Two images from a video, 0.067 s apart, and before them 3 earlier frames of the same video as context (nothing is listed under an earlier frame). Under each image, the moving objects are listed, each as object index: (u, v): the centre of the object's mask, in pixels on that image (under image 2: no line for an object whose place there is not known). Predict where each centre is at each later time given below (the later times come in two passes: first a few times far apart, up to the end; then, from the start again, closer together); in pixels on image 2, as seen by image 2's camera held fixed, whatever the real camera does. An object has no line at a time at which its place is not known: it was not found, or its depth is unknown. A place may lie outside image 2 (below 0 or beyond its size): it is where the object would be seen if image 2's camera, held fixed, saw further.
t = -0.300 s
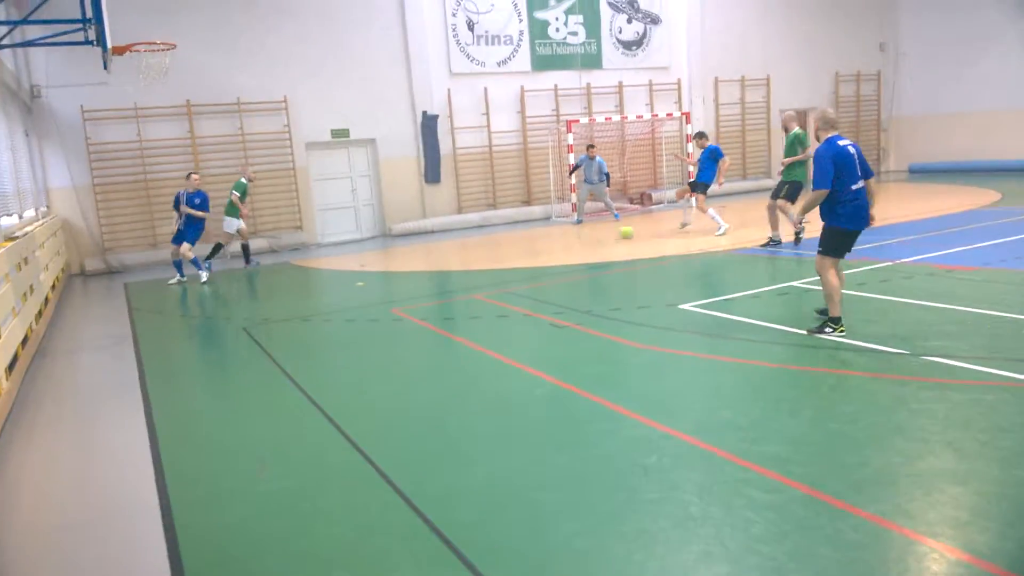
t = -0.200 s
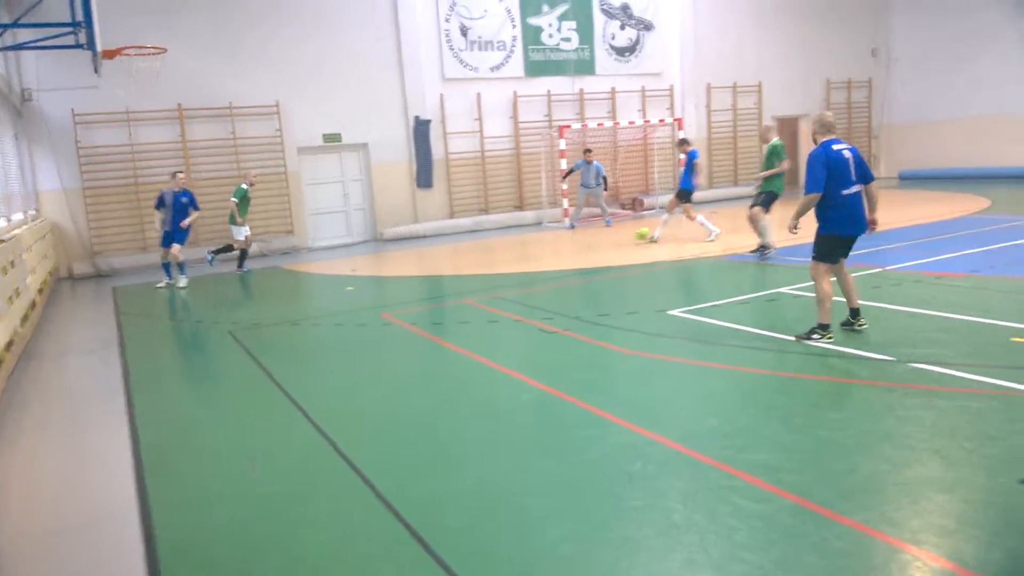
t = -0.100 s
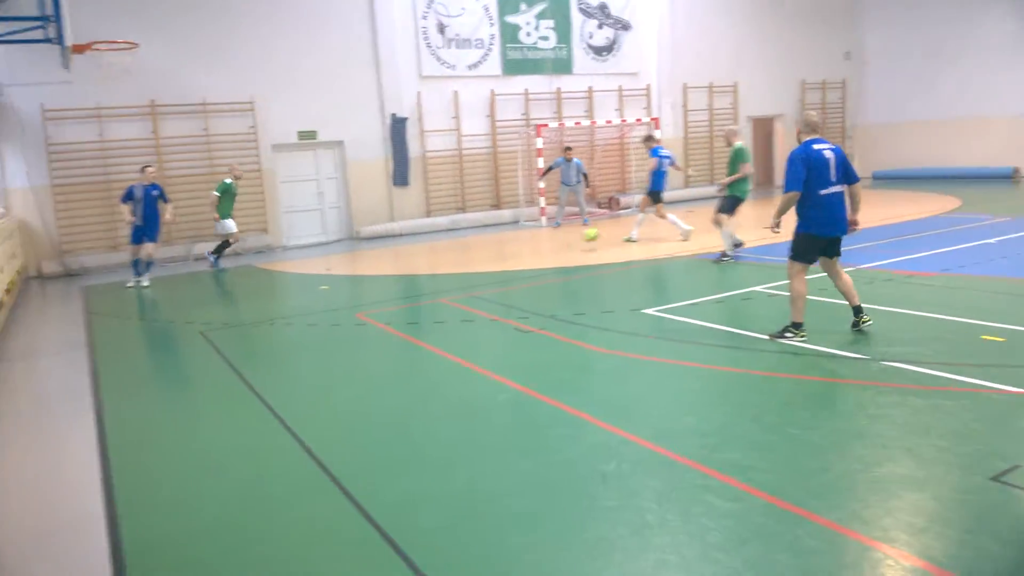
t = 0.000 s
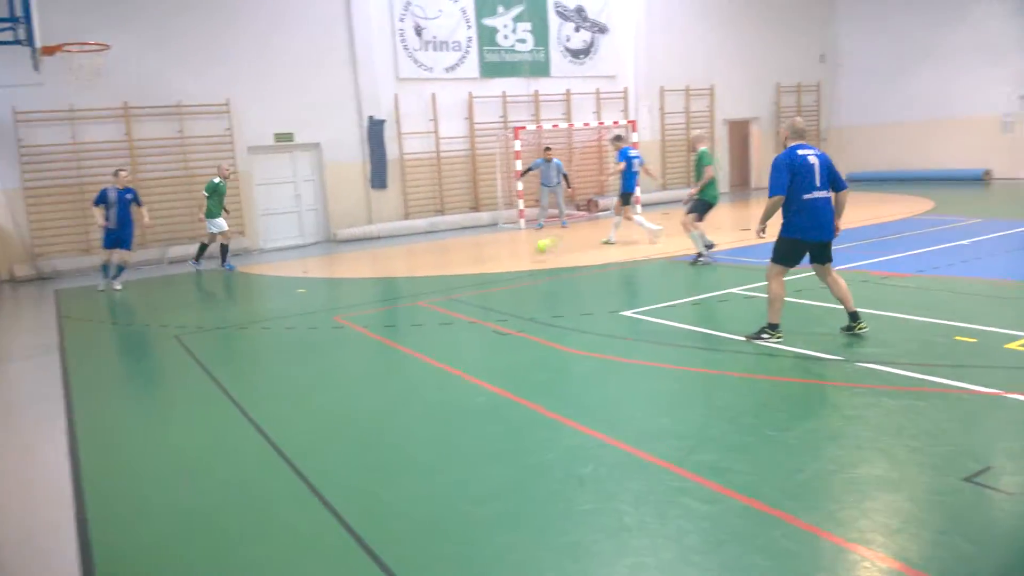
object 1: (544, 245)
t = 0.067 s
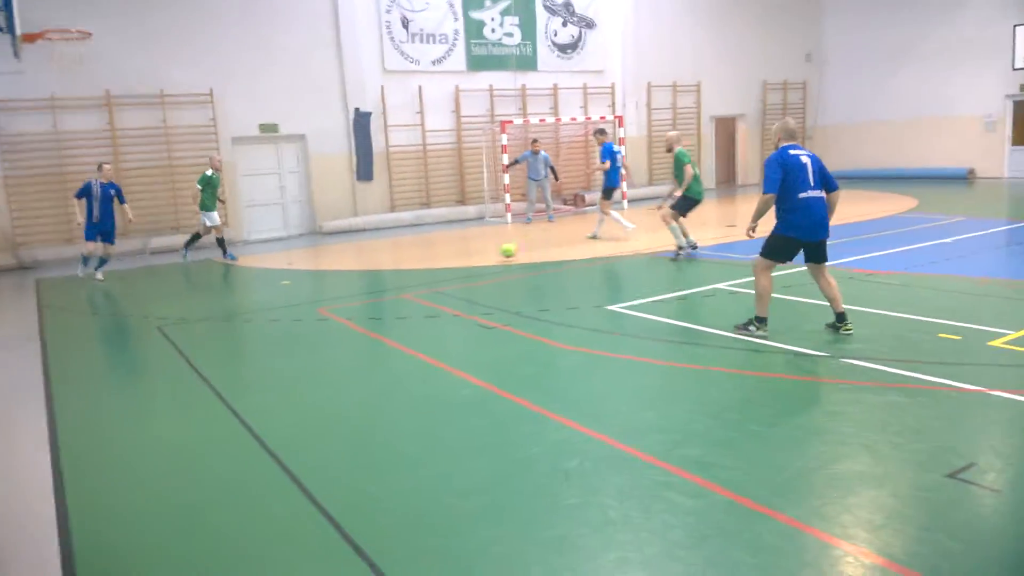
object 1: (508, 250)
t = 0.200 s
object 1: (470, 262)
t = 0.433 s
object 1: (396, 290)
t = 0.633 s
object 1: (333, 314)
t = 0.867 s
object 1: (255, 345)
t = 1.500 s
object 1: (-128, 495)
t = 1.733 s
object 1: (-64, 502)
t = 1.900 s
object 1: (-39, 510)
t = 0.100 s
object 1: (499, 257)
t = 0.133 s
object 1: (489, 259)
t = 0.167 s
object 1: (479, 260)
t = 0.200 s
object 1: (470, 262)
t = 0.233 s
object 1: (460, 265)
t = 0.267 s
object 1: (449, 269)
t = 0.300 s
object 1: (439, 276)
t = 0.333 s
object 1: (429, 280)
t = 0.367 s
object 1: (419, 281)
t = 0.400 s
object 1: (408, 284)
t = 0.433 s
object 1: (396, 290)
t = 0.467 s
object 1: (386, 294)
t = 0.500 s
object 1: (376, 297)
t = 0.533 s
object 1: (366, 301)
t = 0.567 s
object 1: (354, 306)
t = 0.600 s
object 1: (343, 310)
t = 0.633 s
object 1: (333, 314)
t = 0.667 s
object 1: (322, 318)
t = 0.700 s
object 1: (311, 323)
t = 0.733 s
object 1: (300, 325)
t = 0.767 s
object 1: (290, 330)
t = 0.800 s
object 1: (278, 336)
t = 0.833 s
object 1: (267, 339)
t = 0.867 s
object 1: (255, 345)
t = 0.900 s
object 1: (242, 350)
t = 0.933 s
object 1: (229, 355)
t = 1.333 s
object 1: (11, 441)
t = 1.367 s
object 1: (-13, 451)
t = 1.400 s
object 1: (-41, 461)
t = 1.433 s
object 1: (-68, 474)
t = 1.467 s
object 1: (-96, 483)
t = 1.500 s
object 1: (-128, 495)
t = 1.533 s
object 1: (-127, 496)
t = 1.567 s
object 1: (-112, 495)
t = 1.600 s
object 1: (-100, 498)
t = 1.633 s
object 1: (-89, 498)
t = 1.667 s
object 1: (-79, 500)
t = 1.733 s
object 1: (-64, 502)
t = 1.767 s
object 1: (-57, 502)
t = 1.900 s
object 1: (-39, 510)
